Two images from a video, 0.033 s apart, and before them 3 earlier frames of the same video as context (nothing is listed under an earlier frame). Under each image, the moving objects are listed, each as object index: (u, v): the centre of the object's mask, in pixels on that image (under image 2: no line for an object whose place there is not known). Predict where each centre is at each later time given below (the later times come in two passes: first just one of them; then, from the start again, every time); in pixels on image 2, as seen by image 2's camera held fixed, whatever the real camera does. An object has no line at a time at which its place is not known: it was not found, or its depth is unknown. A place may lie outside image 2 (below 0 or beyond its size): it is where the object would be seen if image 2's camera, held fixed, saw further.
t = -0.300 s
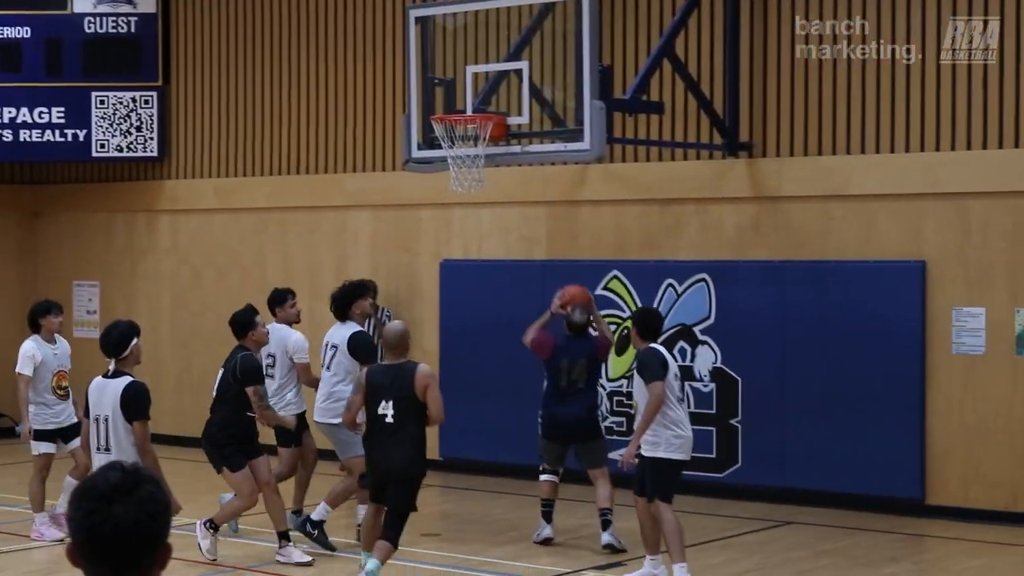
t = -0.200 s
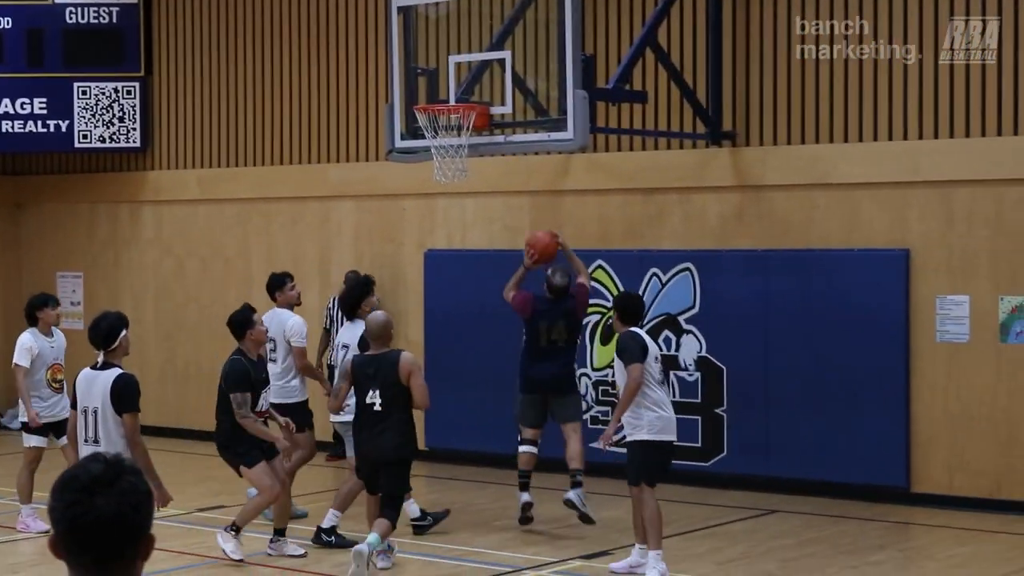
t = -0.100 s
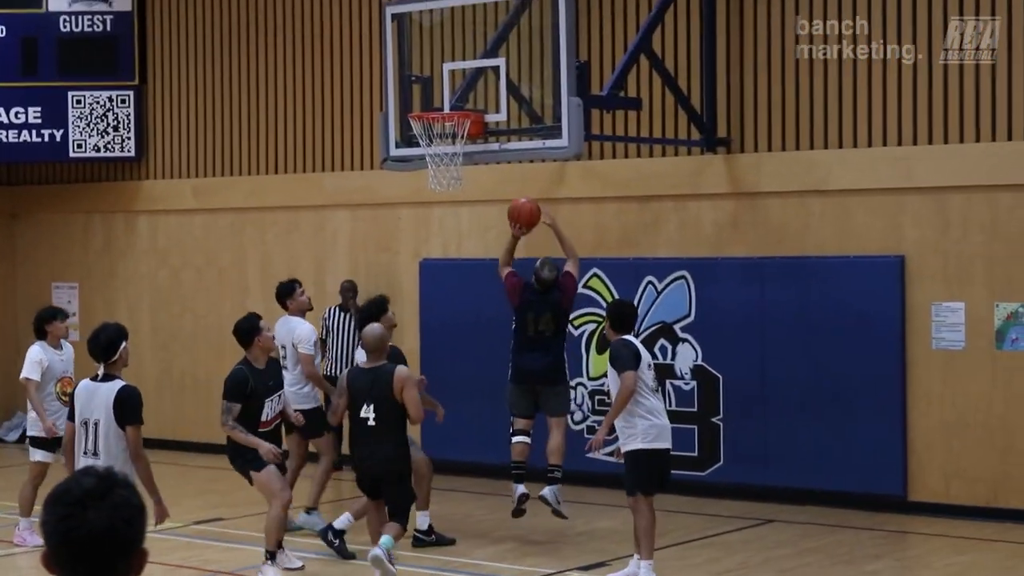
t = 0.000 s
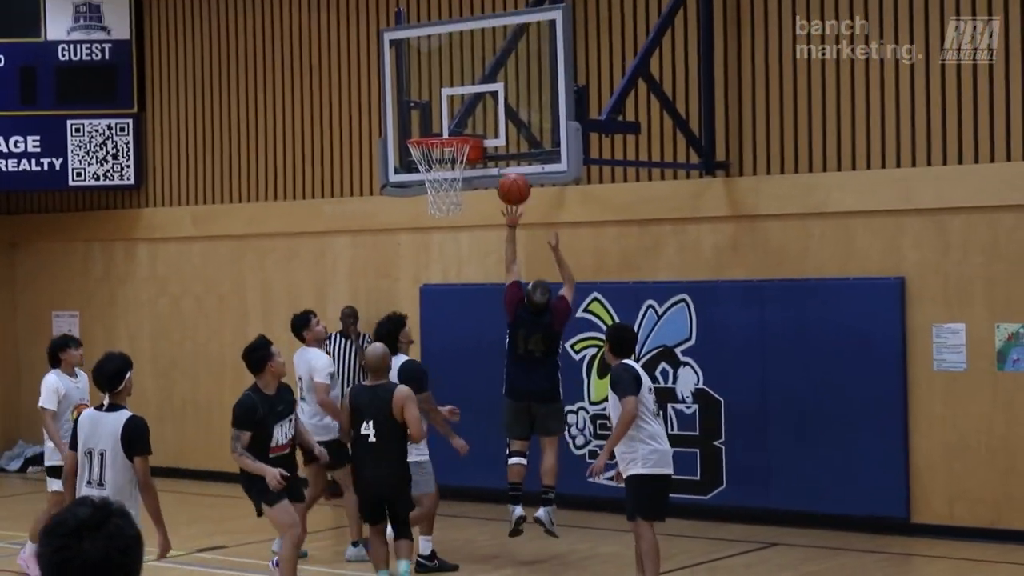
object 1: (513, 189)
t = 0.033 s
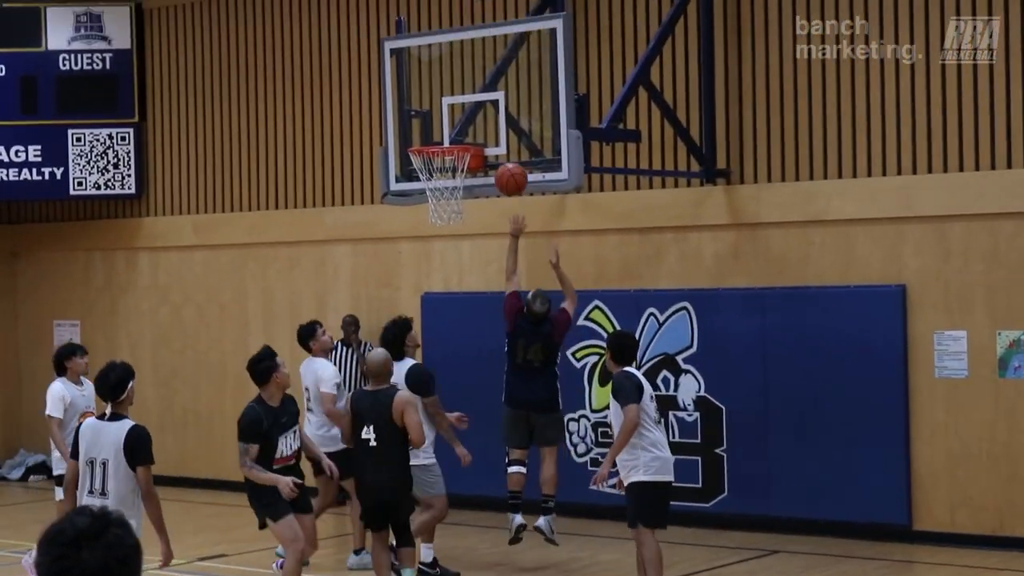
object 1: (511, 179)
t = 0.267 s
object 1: (482, 106)
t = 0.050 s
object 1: (509, 171)
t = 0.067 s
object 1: (507, 163)
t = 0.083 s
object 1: (506, 155)
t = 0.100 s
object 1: (504, 148)
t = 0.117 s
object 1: (503, 141)
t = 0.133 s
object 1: (501, 135)
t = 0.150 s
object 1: (499, 129)
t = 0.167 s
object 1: (498, 123)
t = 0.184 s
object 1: (496, 118)
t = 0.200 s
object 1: (494, 113)
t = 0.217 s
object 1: (492, 109)
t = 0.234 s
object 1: (488, 108)
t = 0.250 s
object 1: (486, 106)
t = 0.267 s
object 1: (482, 106)
